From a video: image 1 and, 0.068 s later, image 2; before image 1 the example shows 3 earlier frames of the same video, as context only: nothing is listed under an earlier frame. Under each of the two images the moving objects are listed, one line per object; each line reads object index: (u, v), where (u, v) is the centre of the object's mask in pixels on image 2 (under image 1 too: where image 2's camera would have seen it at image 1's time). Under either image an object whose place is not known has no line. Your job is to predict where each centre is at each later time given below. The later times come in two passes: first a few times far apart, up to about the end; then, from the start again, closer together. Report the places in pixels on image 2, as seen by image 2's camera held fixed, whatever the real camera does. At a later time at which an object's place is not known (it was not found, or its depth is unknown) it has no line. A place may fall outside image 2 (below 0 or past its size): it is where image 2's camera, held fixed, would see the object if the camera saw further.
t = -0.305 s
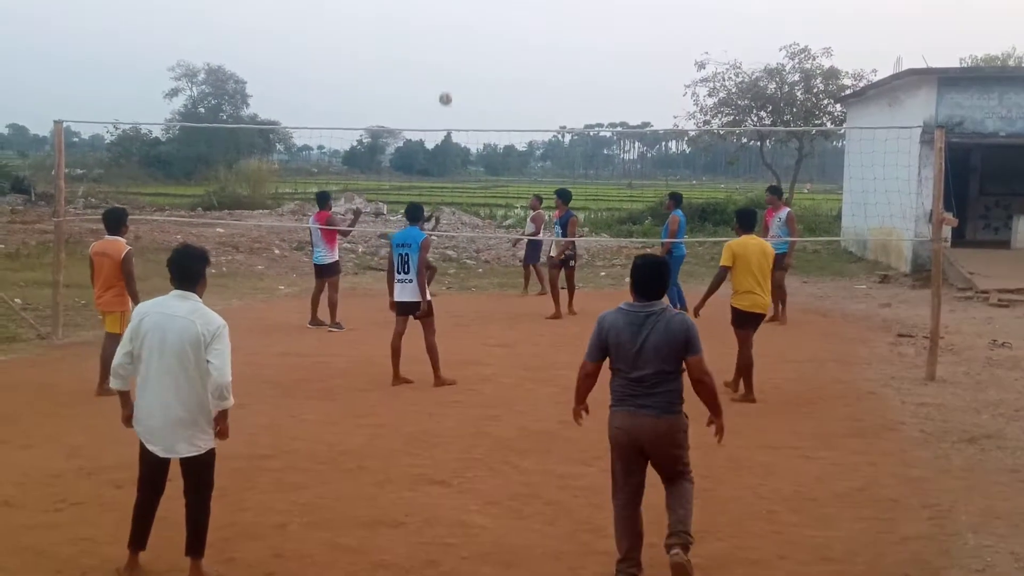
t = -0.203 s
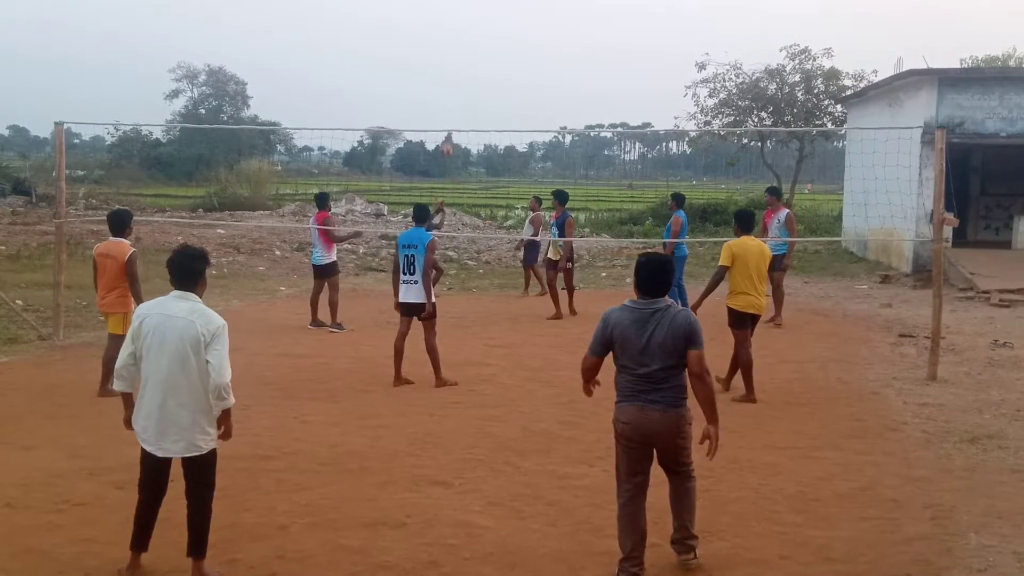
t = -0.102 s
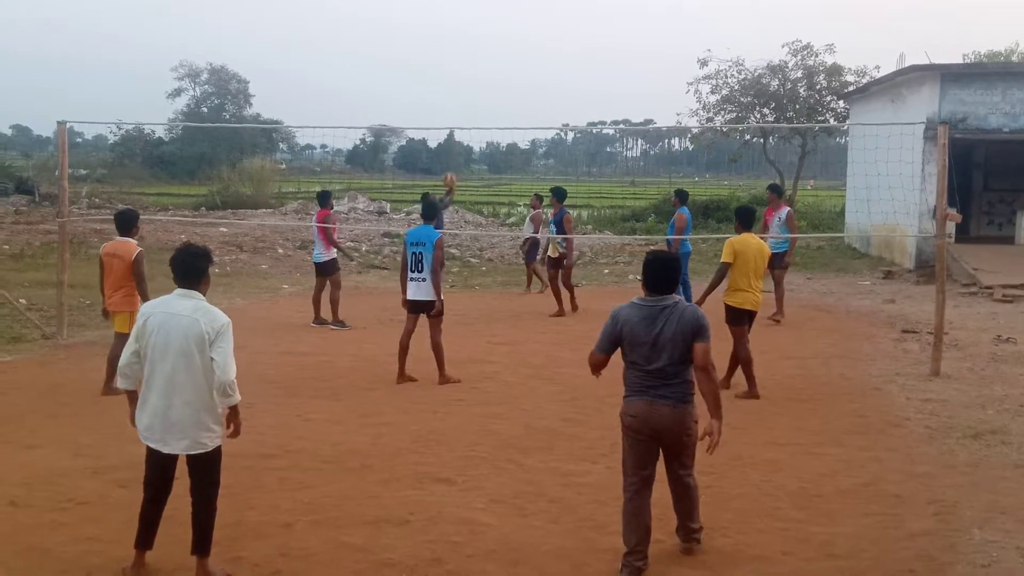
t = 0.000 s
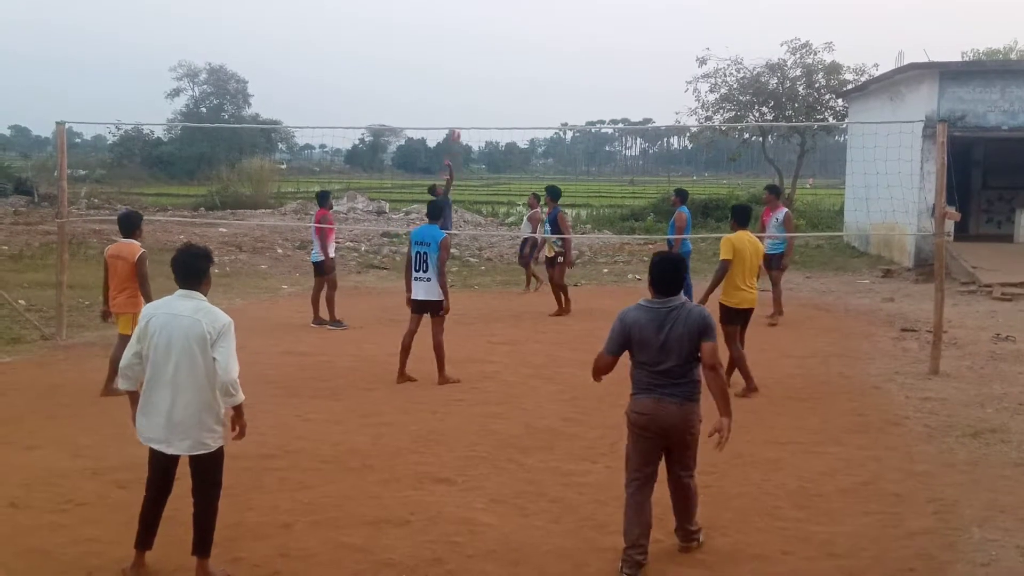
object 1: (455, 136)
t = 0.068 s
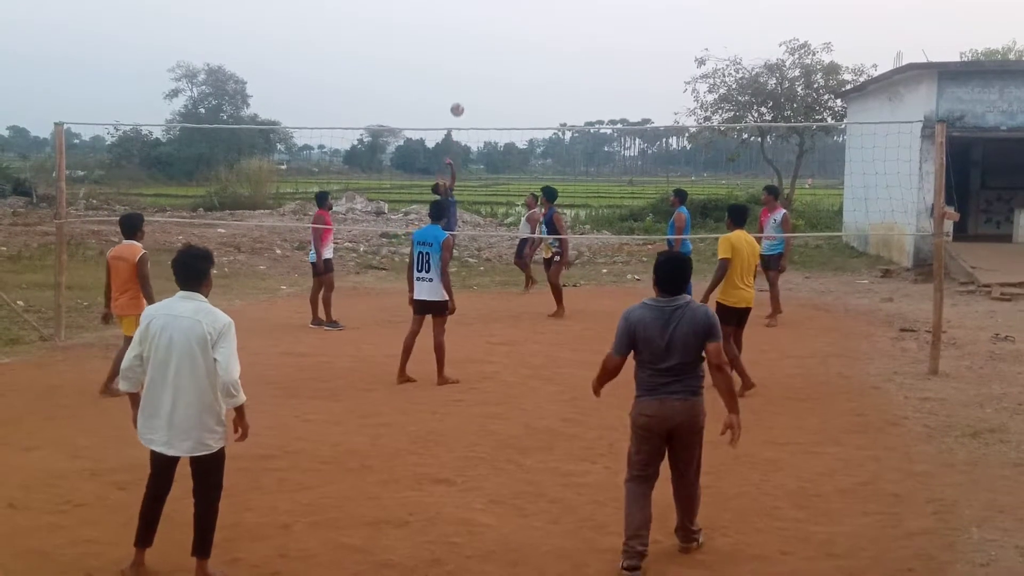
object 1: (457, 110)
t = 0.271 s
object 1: (470, 47)
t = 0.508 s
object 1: (487, 6)
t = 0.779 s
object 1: (508, 8)
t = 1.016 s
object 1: (526, 56)
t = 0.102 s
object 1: (459, 97)
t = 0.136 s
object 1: (461, 86)
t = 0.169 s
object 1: (463, 75)
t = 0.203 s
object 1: (466, 65)
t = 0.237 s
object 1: (468, 55)
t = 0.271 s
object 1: (470, 47)
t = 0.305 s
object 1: (472, 39)
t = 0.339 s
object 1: (475, 31)
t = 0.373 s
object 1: (477, 25)
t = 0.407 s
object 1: (479, 19)
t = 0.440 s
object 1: (482, 14)
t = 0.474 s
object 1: (484, 9)
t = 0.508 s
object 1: (487, 6)
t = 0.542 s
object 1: (489, 3)
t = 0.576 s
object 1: (492, 1)
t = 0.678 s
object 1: (499, 1)
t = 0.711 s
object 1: (502, 2)
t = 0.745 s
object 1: (505, 5)
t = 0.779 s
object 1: (508, 8)
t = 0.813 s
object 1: (510, 12)
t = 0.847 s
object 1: (513, 17)
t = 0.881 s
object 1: (515, 23)
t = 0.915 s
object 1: (518, 30)
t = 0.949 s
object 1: (521, 37)
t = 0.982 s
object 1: (523, 46)
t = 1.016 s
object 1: (526, 56)
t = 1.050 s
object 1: (529, 67)
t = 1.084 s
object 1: (531, 79)
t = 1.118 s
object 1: (534, 91)
